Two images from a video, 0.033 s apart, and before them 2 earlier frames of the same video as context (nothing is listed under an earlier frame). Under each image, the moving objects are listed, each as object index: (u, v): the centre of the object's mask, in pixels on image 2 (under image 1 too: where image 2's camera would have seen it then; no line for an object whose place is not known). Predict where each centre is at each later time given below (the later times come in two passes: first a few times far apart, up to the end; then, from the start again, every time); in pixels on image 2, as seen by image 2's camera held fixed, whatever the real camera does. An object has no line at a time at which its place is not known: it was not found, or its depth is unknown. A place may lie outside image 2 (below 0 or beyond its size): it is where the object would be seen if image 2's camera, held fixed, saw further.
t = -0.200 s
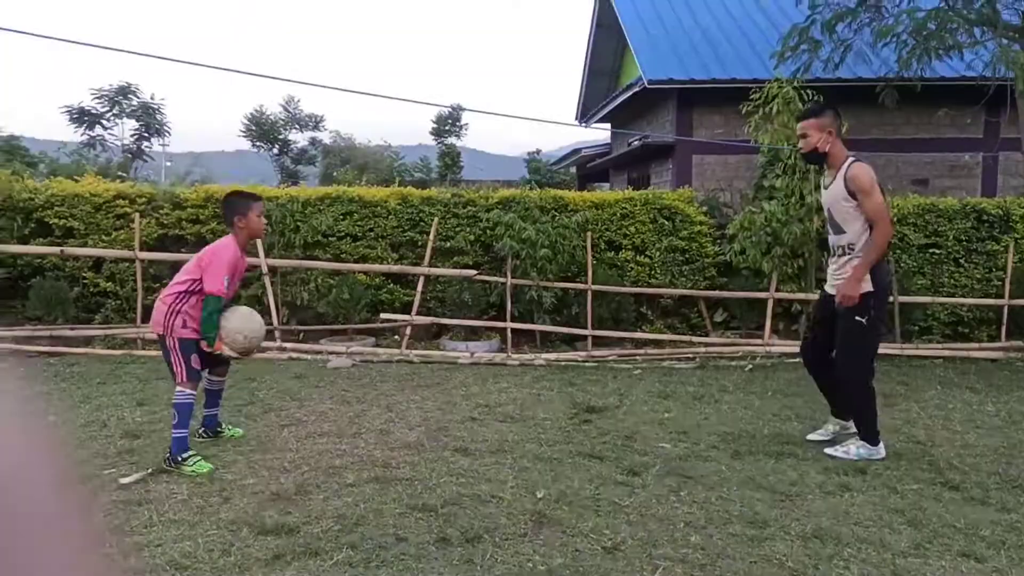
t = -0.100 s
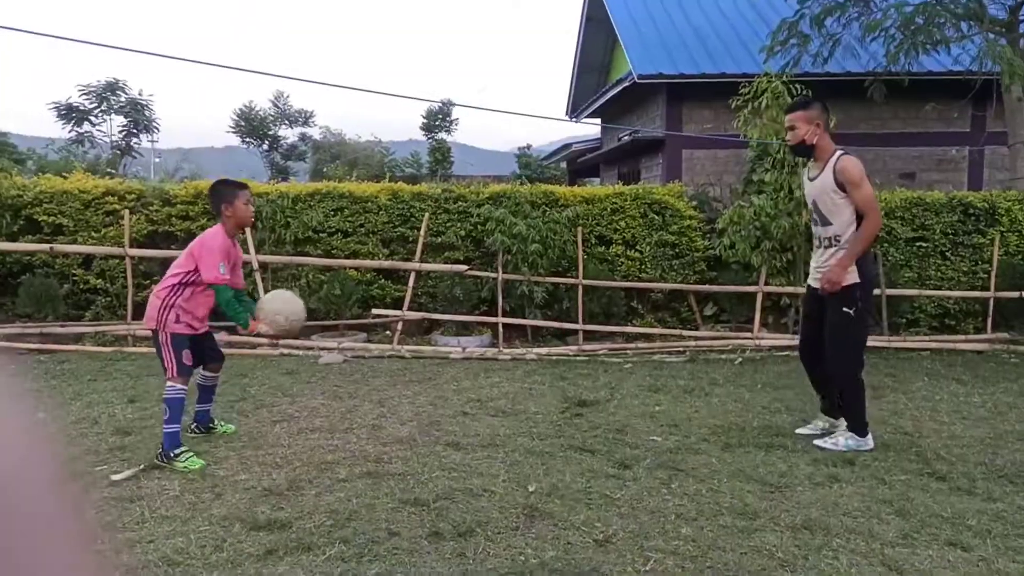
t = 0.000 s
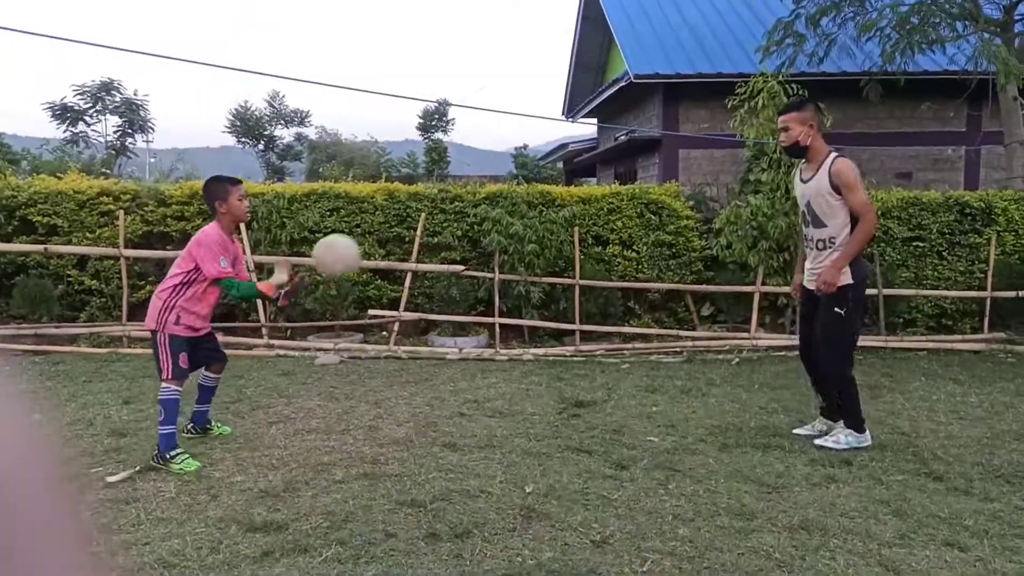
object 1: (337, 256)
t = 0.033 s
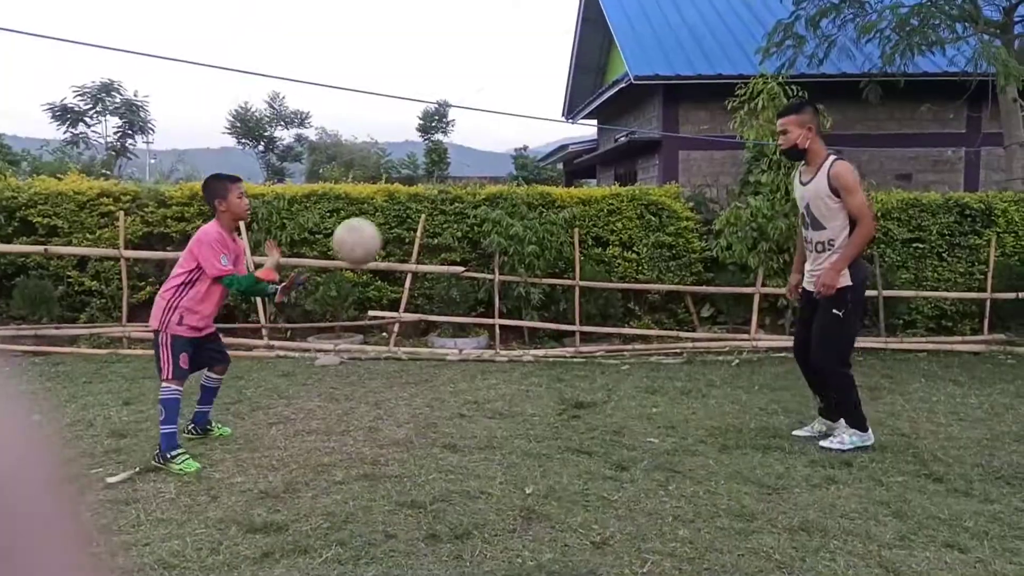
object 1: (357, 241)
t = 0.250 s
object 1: (487, 189)
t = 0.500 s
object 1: (631, 251)
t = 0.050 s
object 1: (367, 234)
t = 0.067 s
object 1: (376, 226)
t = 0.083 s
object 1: (387, 221)
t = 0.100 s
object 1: (397, 215)
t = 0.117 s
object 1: (408, 209)
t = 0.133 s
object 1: (417, 204)
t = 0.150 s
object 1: (427, 200)
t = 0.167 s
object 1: (437, 196)
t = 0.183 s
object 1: (447, 194)
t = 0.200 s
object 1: (457, 193)
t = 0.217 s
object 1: (467, 191)
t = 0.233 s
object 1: (477, 190)
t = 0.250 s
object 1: (487, 189)
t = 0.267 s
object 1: (497, 189)
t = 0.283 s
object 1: (507, 189)
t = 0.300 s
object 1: (517, 191)
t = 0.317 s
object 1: (527, 193)
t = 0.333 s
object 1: (536, 195)
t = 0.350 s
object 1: (546, 197)
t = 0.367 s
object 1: (556, 202)
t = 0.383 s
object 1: (566, 206)
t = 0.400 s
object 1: (575, 211)
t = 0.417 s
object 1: (585, 215)
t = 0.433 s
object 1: (594, 222)
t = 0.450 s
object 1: (603, 228)
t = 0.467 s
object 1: (612, 234)
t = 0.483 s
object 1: (622, 243)
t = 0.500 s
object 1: (631, 251)
